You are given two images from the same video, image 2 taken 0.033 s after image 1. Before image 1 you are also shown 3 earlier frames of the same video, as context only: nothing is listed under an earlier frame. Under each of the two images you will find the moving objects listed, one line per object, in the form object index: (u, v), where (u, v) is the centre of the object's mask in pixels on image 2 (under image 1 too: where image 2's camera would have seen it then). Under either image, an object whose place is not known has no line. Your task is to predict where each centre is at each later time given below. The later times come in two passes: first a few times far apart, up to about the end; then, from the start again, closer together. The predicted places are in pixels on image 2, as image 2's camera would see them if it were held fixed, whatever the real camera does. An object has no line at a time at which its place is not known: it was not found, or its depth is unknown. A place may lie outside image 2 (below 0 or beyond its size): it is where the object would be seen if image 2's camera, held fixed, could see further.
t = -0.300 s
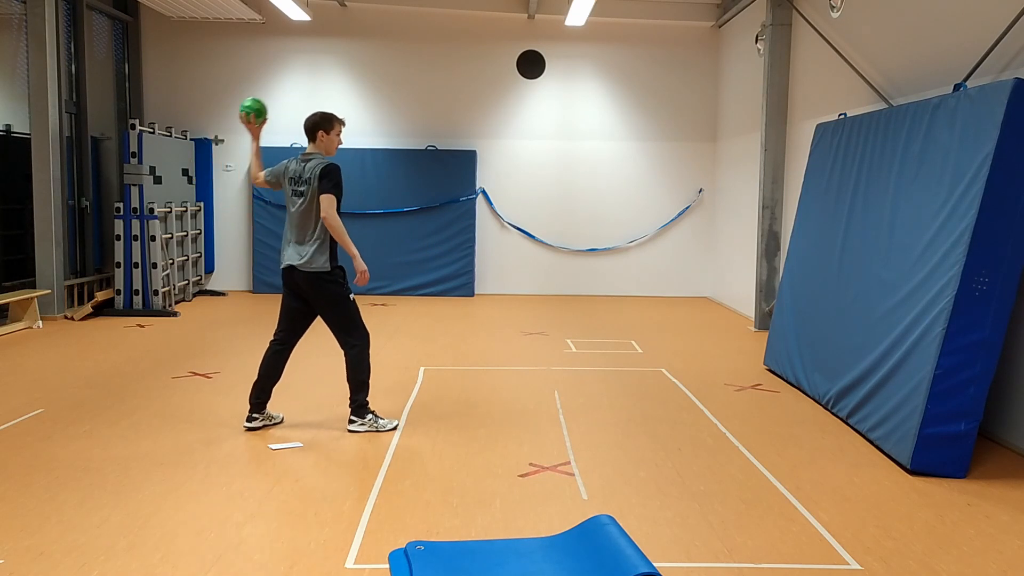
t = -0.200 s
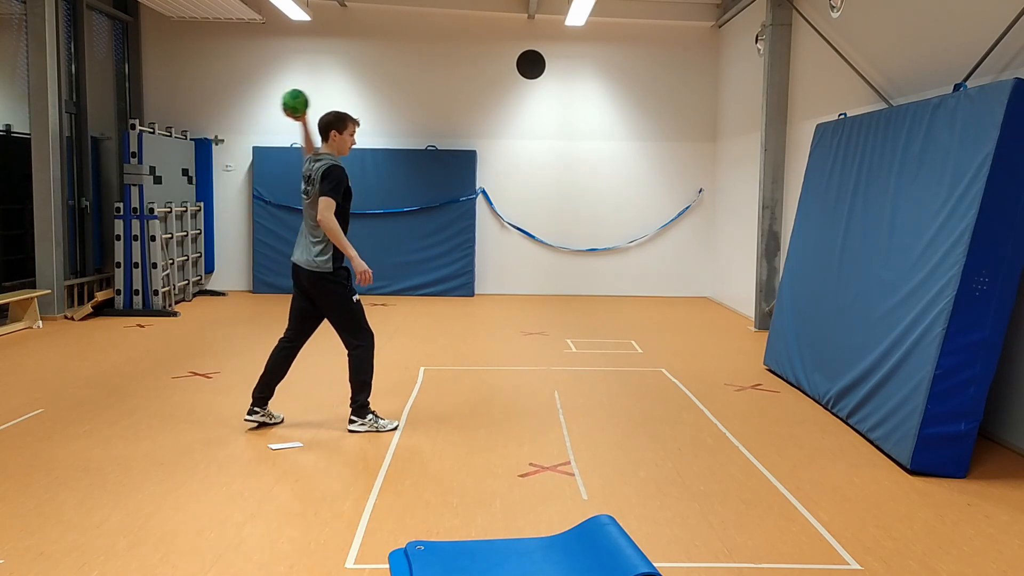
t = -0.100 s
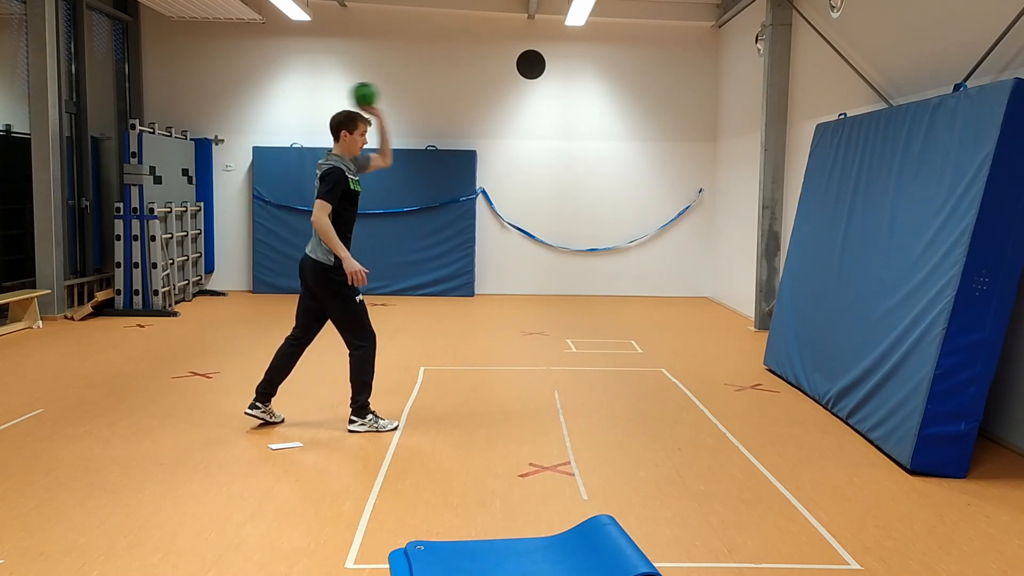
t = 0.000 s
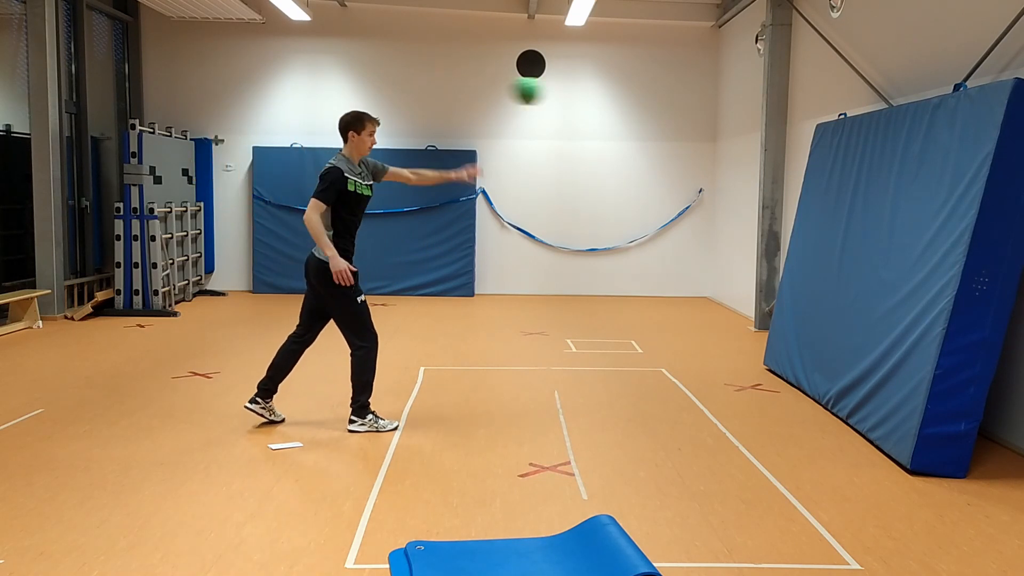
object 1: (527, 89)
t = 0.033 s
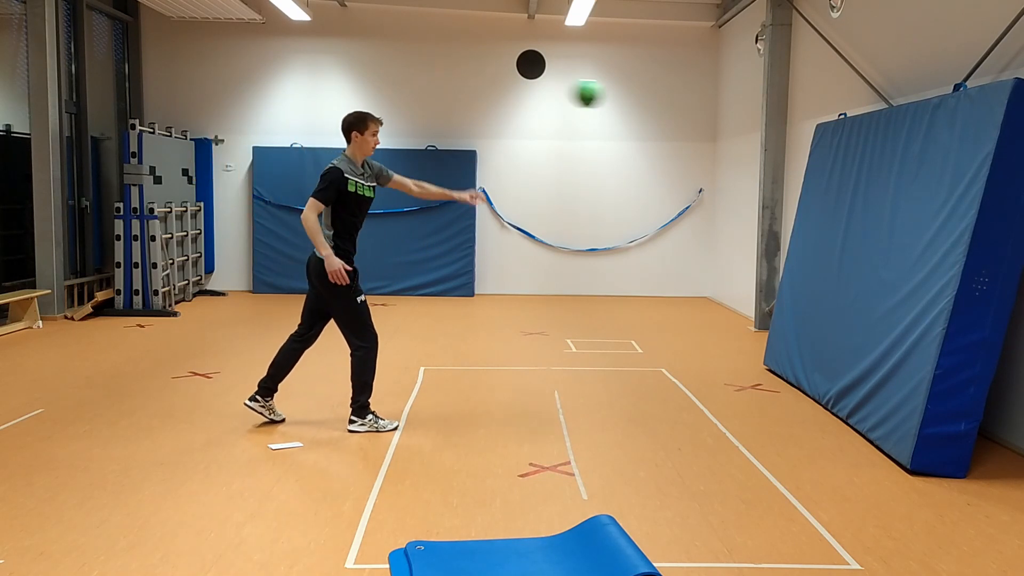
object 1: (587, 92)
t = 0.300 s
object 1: (908, 146)
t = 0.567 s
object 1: (771, 234)
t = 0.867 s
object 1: (626, 418)
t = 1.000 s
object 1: (586, 353)
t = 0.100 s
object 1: (707, 103)
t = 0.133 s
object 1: (771, 110)
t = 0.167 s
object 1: (834, 121)
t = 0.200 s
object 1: (897, 132)
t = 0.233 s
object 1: (941, 144)
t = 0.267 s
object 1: (924, 144)
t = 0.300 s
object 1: (908, 146)
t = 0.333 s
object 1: (891, 150)
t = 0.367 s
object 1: (874, 156)
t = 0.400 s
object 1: (857, 164)
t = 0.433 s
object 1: (840, 174)
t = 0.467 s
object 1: (822, 186)
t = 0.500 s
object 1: (805, 200)
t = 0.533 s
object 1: (788, 217)
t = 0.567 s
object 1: (771, 234)
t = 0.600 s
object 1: (754, 255)
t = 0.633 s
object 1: (737, 277)
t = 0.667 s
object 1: (720, 301)
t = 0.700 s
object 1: (703, 328)
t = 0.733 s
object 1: (686, 355)
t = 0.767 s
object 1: (669, 385)
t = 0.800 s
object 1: (651, 417)
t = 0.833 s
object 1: (636, 440)
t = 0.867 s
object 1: (626, 418)
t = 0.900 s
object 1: (616, 399)
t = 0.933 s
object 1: (606, 382)
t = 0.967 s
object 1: (596, 366)
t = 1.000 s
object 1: (586, 353)
